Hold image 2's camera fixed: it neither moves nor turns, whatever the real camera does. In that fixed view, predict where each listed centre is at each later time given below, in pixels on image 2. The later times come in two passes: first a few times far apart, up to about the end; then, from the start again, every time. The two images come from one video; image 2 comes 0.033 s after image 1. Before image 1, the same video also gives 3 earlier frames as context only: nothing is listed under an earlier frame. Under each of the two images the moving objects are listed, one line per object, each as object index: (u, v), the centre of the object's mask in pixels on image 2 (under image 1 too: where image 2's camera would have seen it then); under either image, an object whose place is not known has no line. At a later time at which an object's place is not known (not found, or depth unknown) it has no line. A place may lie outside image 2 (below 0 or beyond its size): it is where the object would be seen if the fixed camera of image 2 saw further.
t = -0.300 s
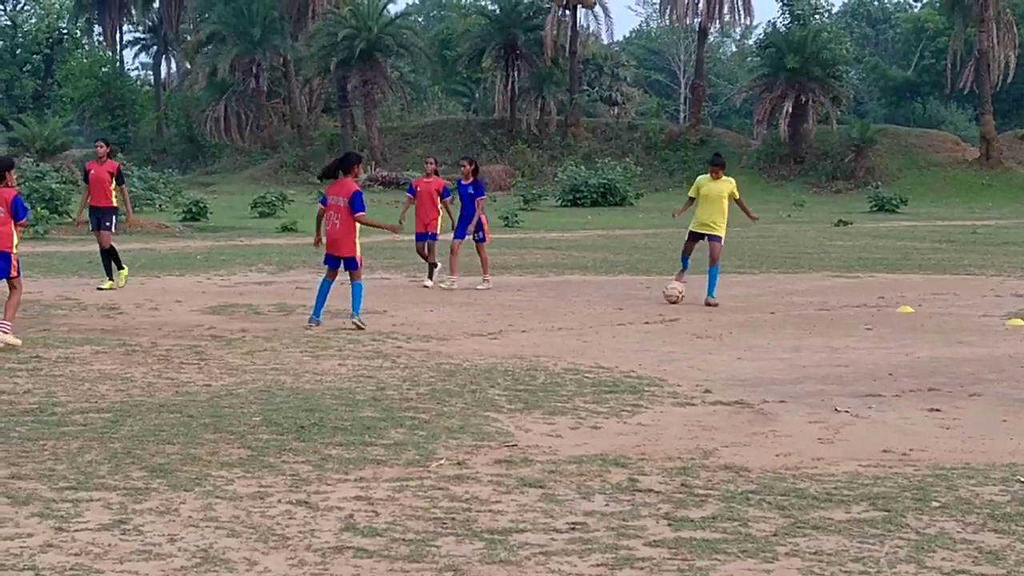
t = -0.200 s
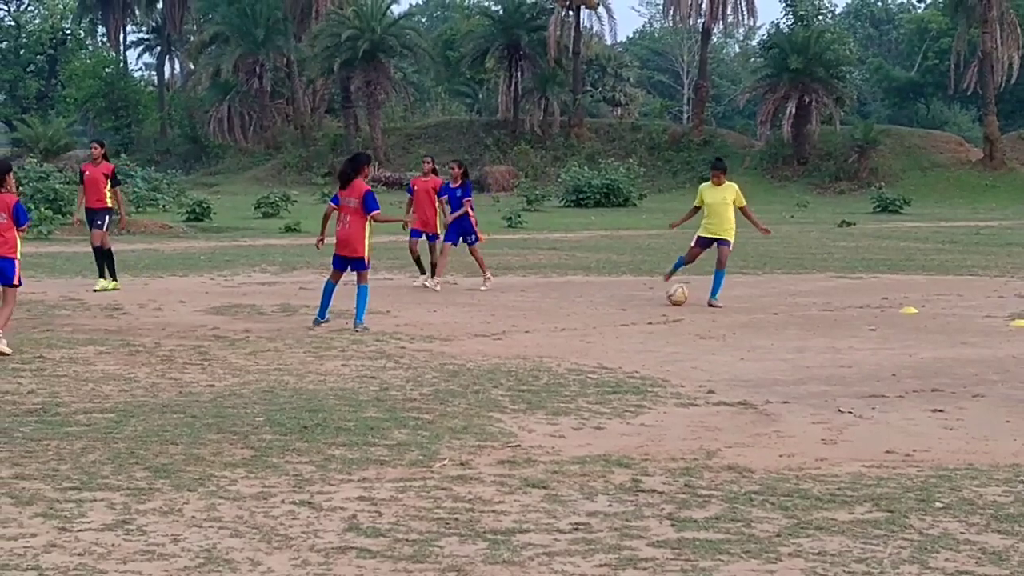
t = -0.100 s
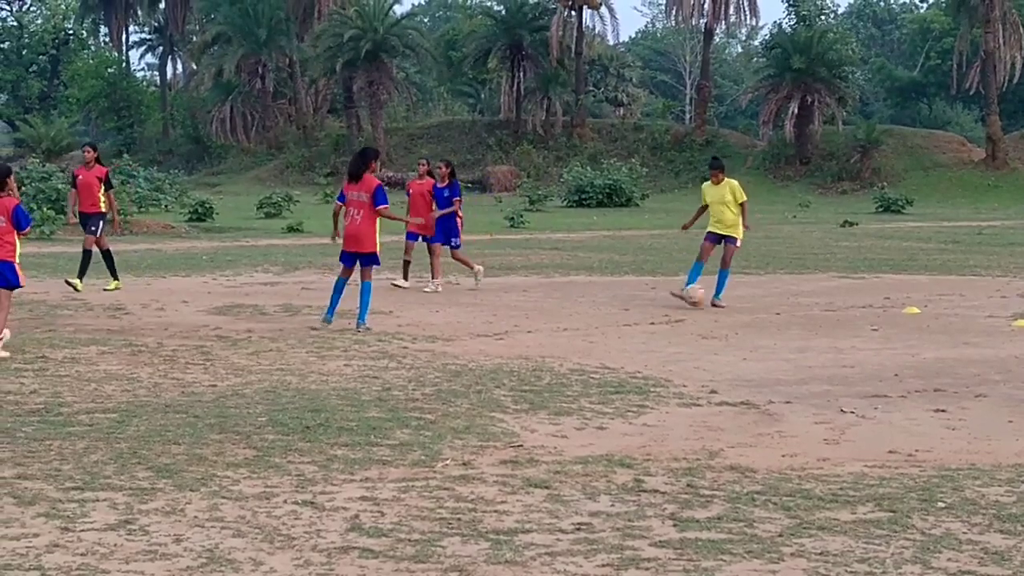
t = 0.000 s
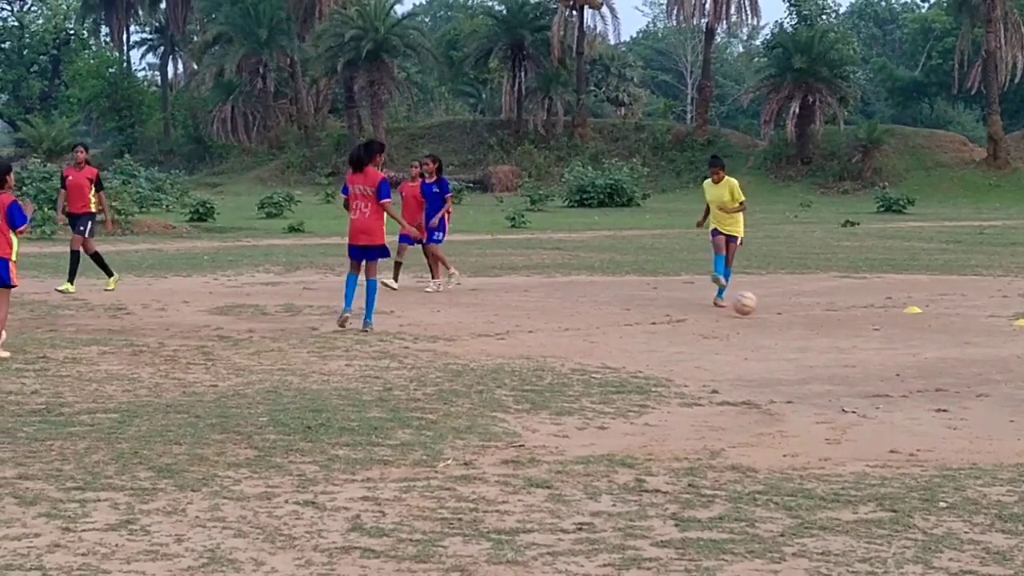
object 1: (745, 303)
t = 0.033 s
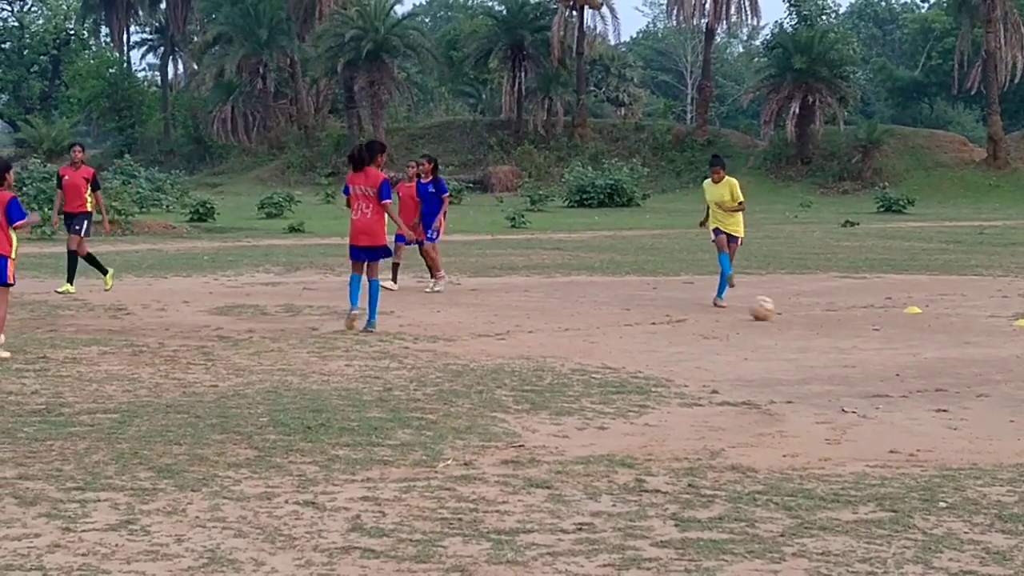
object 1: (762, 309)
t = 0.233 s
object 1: (859, 318)
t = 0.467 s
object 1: (983, 340)
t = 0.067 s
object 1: (777, 307)
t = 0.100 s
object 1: (793, 307)
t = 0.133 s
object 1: (808, 307)
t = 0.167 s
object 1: (825, 309)
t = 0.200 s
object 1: (842, 313)
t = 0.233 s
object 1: (859, 318)
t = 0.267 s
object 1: (878, 325)
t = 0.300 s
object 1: (896, 329)
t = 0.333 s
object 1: (911, 328)
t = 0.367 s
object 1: (928, 328)
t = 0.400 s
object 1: (946, 331)
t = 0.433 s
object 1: (964, 334)
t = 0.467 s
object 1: (983, 340)
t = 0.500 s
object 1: (1001, 347)
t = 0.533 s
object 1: (1017, 346)
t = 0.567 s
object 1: (1032, 347)
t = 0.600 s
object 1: (1049, 350)
